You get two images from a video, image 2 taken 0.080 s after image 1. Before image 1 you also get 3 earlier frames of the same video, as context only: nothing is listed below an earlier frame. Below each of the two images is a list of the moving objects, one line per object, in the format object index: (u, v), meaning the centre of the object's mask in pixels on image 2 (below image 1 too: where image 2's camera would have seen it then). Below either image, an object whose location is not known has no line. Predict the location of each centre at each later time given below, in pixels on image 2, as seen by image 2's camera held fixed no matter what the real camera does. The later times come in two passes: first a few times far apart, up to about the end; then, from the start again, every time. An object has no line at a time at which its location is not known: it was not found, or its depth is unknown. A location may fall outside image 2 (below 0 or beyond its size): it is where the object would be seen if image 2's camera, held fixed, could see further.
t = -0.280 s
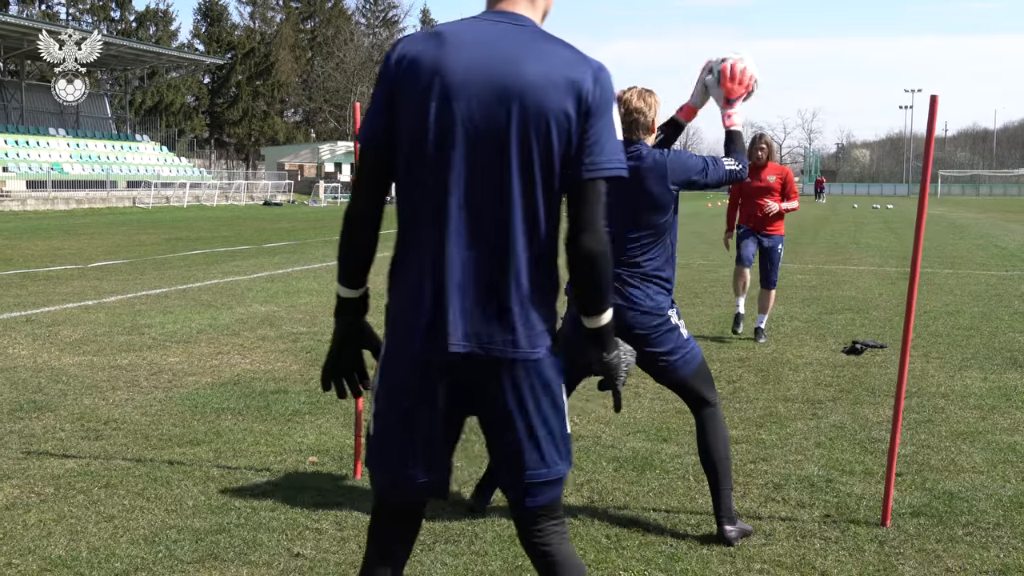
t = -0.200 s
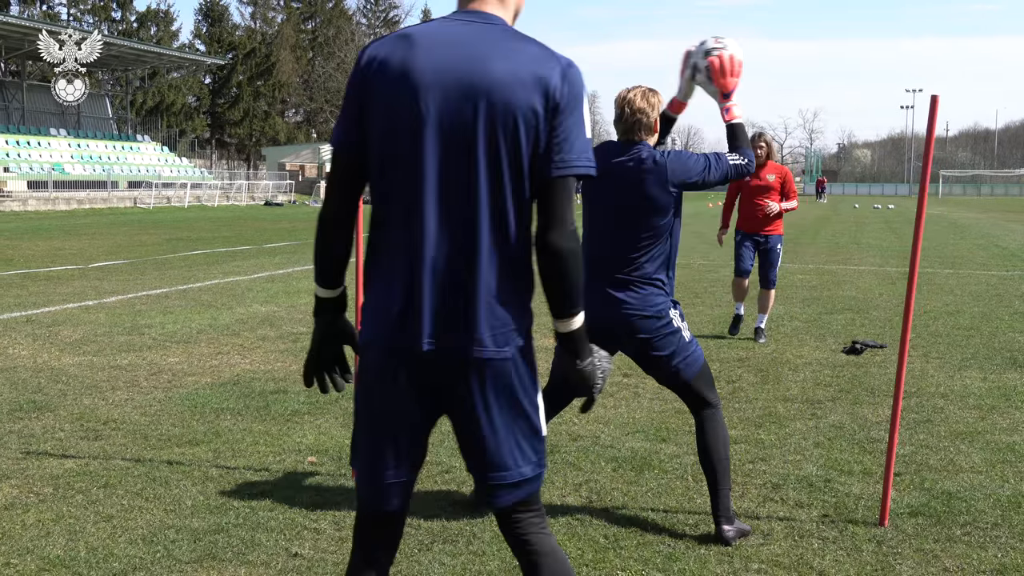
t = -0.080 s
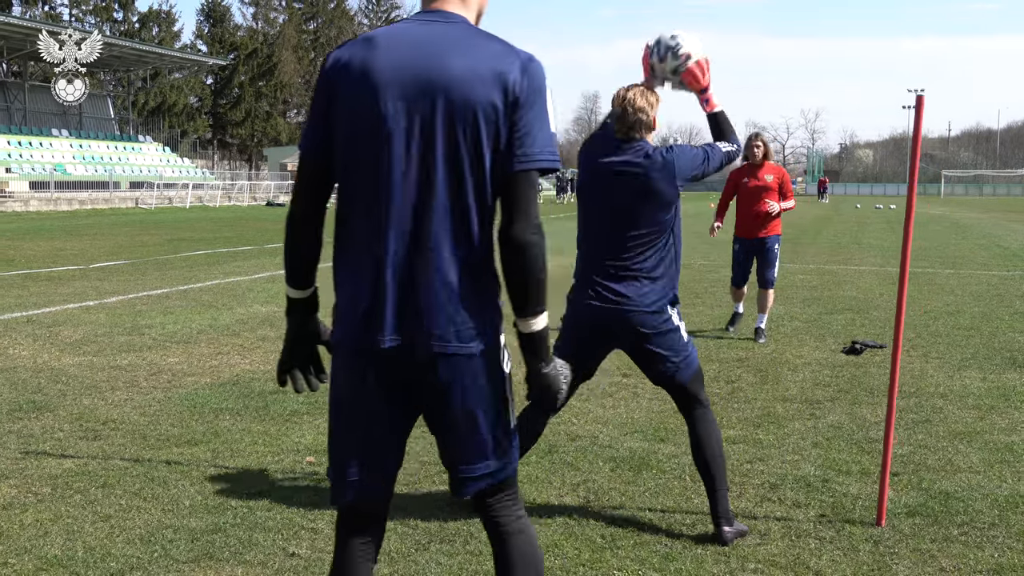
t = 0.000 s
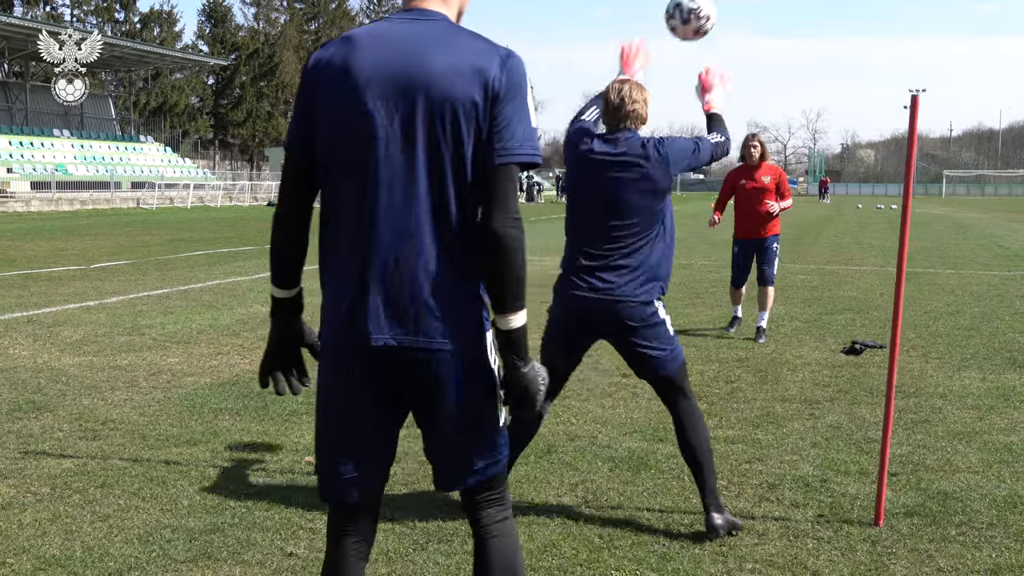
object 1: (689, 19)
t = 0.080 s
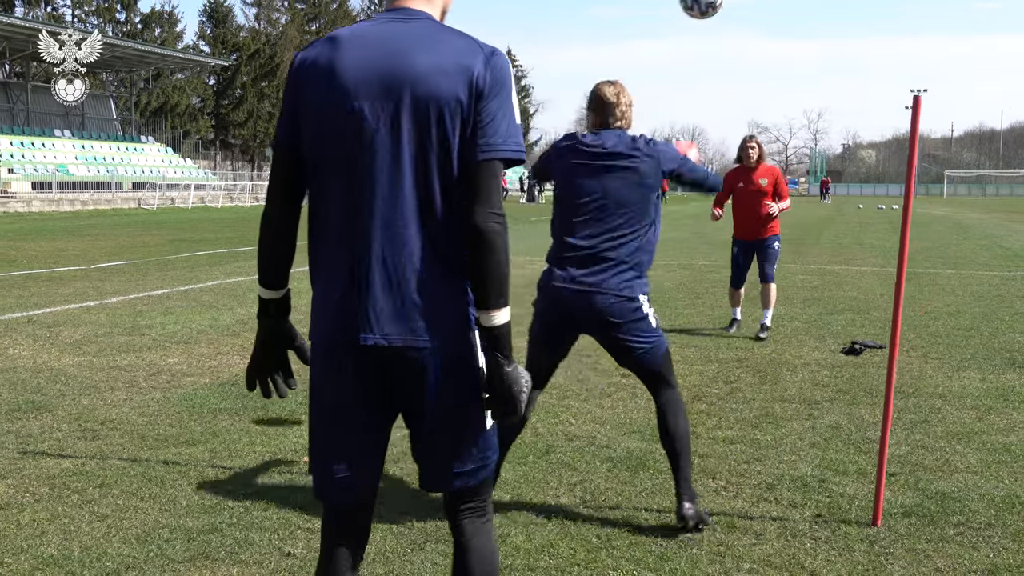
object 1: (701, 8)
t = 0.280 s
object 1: (722, 10)
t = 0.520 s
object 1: (737, 83)
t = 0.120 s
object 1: (706, 6)
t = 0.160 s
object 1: (711, 5)
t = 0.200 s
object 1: (715, 6)
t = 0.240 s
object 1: (718, 8)
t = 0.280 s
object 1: (722, 10)
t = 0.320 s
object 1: (726, 15)
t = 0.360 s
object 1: (729, 26)
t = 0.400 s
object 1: (732, 38)
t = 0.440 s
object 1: (732, 52)
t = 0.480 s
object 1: (736, 67)
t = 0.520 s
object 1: (737, 83)
